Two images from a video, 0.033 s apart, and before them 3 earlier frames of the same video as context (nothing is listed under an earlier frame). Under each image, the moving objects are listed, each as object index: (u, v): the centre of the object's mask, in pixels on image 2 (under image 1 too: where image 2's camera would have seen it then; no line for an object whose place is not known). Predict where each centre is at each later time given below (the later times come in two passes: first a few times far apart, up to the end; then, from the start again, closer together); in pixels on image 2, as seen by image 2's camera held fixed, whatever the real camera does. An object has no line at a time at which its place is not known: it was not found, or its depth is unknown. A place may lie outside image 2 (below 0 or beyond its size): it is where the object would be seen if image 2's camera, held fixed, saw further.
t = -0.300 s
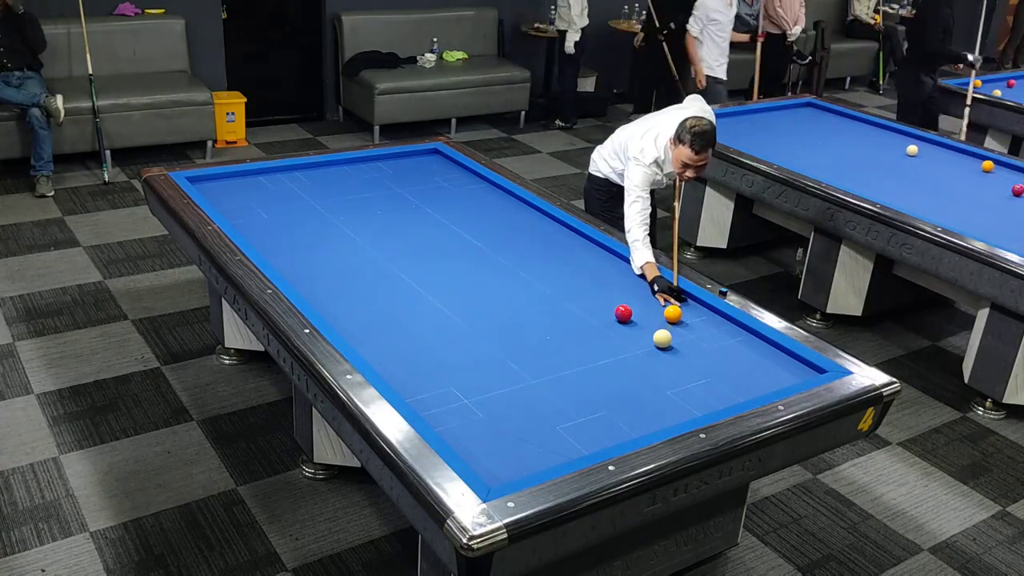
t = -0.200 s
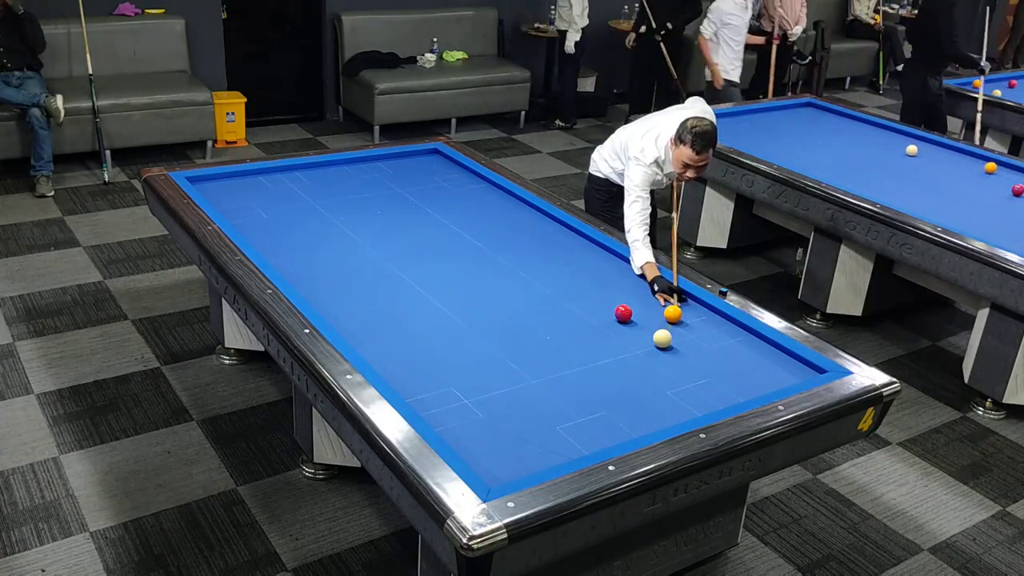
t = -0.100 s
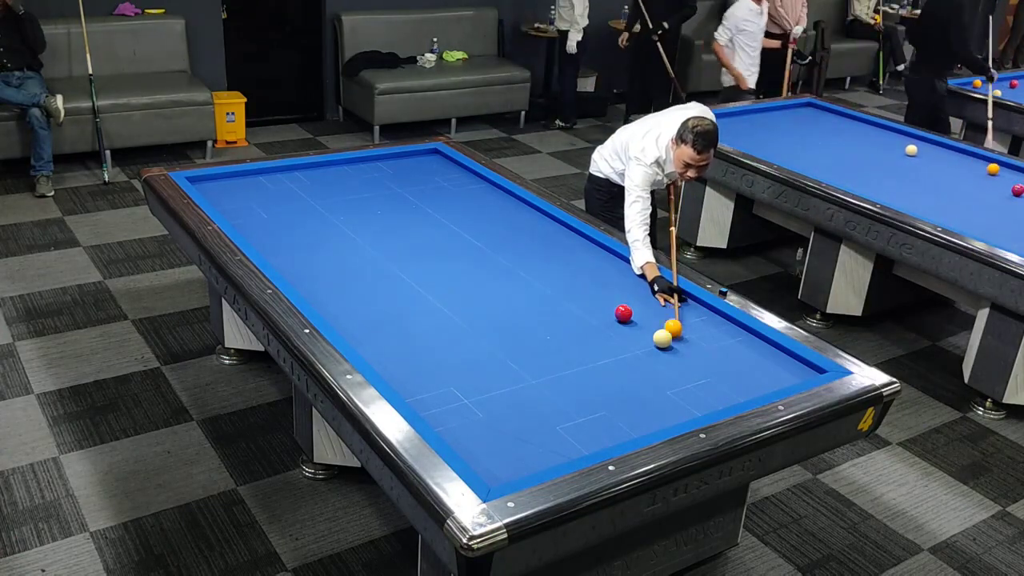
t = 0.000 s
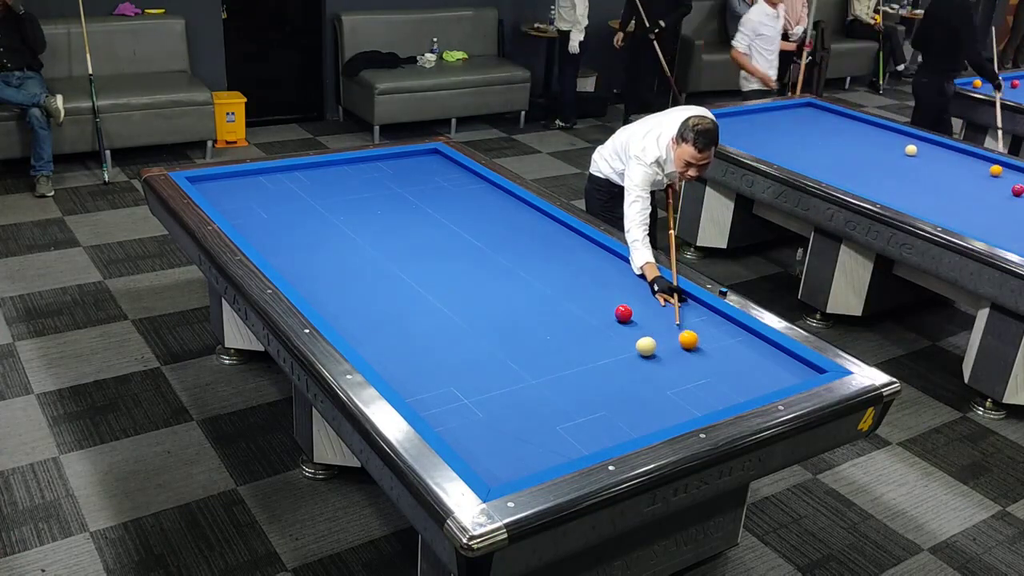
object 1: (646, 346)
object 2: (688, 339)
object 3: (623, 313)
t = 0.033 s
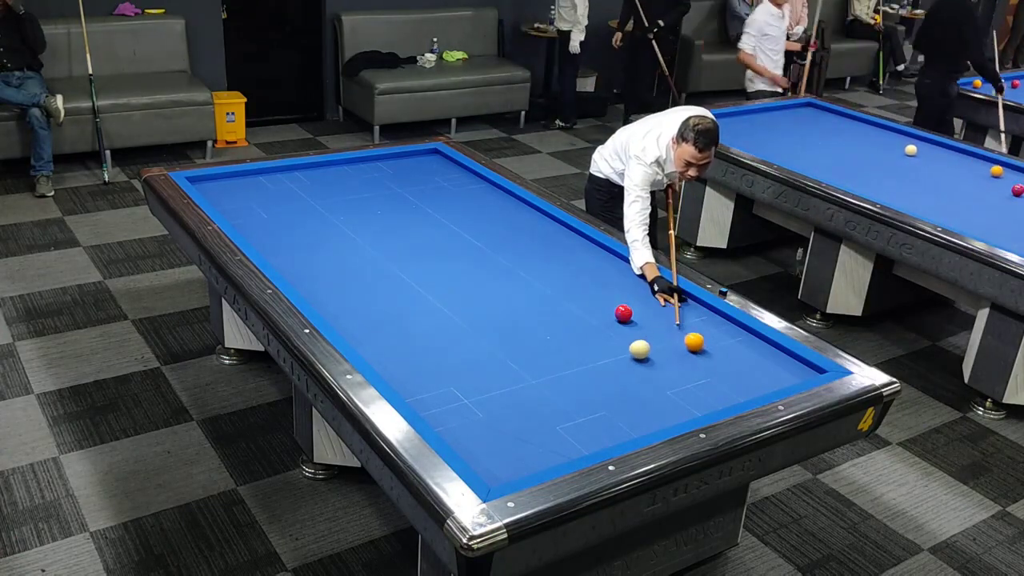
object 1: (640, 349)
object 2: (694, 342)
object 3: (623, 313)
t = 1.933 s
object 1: (609, 410)
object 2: (704, 336)
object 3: (623, 313)
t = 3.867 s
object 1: (808, 371)
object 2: (617, 320)
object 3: (588, 298)
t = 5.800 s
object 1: (724, 391)
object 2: (611, 320)
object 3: (557, 285)
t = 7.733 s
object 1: (678, 400)
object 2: (611, 320)
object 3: (553, 284)
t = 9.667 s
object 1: (670, 401)
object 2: (611, 320)
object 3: (553, 284)
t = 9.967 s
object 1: (670, 401)
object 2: (611, 320)
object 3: (553, 284)
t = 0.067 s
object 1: (633, 352)
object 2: (700, 344)
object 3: (623, 313)
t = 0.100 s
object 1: (627, 355)
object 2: (705, 346)
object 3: (623, 313)
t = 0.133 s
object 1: (622, 358)
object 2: (710, 348)
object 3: (623, 313)
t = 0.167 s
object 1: (616, 361)
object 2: (715, 349)
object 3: (623, 313)
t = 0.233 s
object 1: (604, 367)
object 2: (725, 353)
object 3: (623, 313)
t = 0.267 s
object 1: (598, 370)
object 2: (730, 355)
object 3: (623, 313)
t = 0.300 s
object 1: (591, 373)
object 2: (735, 356)
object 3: (623, 313)
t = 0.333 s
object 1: (585, 376)
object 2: (740, 358)
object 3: (623, 313)
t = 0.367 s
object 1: (579, 379)
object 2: (745, 359)
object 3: (623, 313)
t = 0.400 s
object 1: (573, 382)
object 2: (751, 361)
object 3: (623, 313)
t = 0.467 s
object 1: (560, 388)
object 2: (761, 365)
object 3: (623, 313)
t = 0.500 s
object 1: (553, 391)
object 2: (766, 366)
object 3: (623, 313)
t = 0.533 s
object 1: (547, 395)
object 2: (771, 368)
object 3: (623, 313)
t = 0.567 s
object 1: (540, 398)
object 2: (777, 370)
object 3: (623, 313)
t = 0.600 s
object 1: (533, 402)
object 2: (782, 371)
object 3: (623, 313)
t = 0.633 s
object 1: (526, 405)
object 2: (787, 373)
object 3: (623, 313)
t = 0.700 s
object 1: (512, 412)
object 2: (797, 375)
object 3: (623, 313)
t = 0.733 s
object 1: (505, 415)
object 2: (797, 374)
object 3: (623, 313)
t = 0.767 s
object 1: (498, 419)
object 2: (797, 372)
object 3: (623, 313)
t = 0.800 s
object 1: (491, 422)
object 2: (797, 370)
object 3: (623, 313)
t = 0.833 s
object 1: (483, 426)
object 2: (797, 368)
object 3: (623, 313)
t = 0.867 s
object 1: (476, 430)
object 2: (797, 366)
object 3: (623, 313)
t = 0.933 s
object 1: (461, 437)
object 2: (798, 363)
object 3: (623, 313)
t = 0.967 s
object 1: (456, 439)
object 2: (798, 361)
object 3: (623, 313)
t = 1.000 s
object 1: (462, 439)
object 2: (794, 360)
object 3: (623, 313)
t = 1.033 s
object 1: (470, 437)
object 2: (791, 359)
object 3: (623, 313)
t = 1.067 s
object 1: (477, 436)
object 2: (787, 358)
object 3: (623, 313)
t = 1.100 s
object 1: (483, 434)
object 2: (783, 357)
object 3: (623, 313)
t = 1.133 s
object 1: (488, 433)
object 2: (780, 357)
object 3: (623, 313)
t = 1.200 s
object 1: (499, 431)
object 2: (773, 355)
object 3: (623, 313)
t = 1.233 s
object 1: (505, 430)
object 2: (770, 354)
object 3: (623, 313)
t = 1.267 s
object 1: (510, 429)
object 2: (766, 353)
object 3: (623, 313)
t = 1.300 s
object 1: (516, 428)
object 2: (763, 352)
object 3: (623, 313)
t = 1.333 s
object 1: (521, 427)
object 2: (760, 351)
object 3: (623, 313)
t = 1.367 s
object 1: (526, 426)
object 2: (757, 350)
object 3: (623, 313)
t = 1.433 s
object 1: (536, 424)
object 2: (750, 348)
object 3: (623, 313)
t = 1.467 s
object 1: (542, 423)
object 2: (747, 348)
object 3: (623, 313)
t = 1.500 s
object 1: (547, 422)
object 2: (744, 347)
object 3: (623, 313)
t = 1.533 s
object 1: (552, 421)
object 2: (740, 346)
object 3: (623, 313)
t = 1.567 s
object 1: (557, 420)
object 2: (738, 345)
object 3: (623, 313)
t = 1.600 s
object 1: (562, 419)
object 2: (734, 344)
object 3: (623, 313)
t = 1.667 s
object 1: (571, 417)
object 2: (728, 343)
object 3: (623, 313)
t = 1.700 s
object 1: (576, 417)
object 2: (725, 342)
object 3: (623, 313)
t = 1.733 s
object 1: (581, 416)
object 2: (722, 341)
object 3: (623, 313)
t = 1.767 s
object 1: (586, 415)
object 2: (719, 340)
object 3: (623, 313)
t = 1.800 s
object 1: (590, 414)
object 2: (716, 339)
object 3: (623, 313)
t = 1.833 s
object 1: (595, 412)
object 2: (713, 339)
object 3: (623, 313)
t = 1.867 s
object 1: (600, 412)
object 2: (710, 338)
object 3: (623, 313)
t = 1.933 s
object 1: (609, 410)
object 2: (704, 336)
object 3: (623, 313)
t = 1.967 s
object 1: (614, 409)
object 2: (701, 336)
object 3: (623, 313)
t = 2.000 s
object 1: (618, 409)
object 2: (699, 335)
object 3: (623, 313)
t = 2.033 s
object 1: (623, 408)
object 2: (696, 334)
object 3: (623, 313)
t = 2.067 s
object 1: (627, 407)
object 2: (693, 333)
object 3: (623, 313)
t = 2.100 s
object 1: (632, 406)
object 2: (690, 333)
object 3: (623, 313)
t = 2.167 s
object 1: (641, 404)
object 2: (685, 331)
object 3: (623, 313)
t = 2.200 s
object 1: (645, 404)
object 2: (682, 330)
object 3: (623, 313)
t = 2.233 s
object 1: (649, 403)
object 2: (679, 330)
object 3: (623, 313)
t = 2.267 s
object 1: (654, 402)
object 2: (676, 329)
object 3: (623, 313)
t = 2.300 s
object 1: (658, 401)
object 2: (674, 328)
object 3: (623, 313)
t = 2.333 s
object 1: (662, 400)
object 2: (671, 328)
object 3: (623, 313)
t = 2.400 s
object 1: (670, 399)
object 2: (666, 326)
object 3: (623, 313)
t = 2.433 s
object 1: (674, 398)
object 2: (663, 326)
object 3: (623, 313)
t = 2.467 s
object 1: (678, 397)
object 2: (661, 325)
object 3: (623, 313)
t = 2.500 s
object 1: (682, 397)
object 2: (658, 324)
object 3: (623, 313)
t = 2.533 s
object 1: (687, 396)
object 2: (655, 324)
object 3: (623, 313)
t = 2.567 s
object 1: (690, 395)
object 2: (653, 323)
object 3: (623, 313)
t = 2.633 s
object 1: (698, 393)
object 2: (648, 321)
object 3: (623, 313)
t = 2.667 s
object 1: (702, 392)
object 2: (645, 321)
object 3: (623, 313)
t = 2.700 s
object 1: (706, 392)
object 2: (643, 320)
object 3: (623, 313)
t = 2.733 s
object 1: (710, 391)
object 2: (640, 320)
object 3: (623, 313)
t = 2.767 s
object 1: (714, 390)
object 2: (638, 319)
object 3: (623, 313)
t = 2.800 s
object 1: (718, 390)
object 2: (638, 319)
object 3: (621, 312)
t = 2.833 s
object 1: (721, 389)
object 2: (637, 319)
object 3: (620, 312)
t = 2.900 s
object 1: (729, 387)
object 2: (635, 320)
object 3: (618, 311)
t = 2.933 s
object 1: (733, 387)
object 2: (634, 320)
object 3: (616, 310)
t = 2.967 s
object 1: (736, 386)
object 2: (633, 320)
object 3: (615, 310)
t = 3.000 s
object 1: (740, 385)
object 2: (633, 319)
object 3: (614, 309)
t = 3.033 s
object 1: (743, 385)
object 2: (632, 319)
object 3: (613, 308)
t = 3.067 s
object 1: (747, 384)
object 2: (631, 320)
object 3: (612, 308)
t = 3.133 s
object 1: (754, 383)
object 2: (630, 320)
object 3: (610, 307)
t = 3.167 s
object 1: (758, 382)
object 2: (629, 320)
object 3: (608, 306)
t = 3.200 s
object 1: (761, 381)
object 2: (628, 320)
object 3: (608, 306)
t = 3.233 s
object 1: (765, 380)
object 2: (628, 320)
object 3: (606, 306)
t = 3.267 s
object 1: (768, 380)
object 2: (627, 320)
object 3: (605, 305)
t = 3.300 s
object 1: (772, 379)
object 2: (626, 320)
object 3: (604, 305)
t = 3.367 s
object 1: (778, 378)
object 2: (625, 320)
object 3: (602, 304)
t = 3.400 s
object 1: (782, 377)
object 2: (624, 320)
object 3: (601, 303)
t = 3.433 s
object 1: (785, 376)
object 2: (624, 320)
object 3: (600, 303)
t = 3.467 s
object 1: (788, 375)
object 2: (623, 320)
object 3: (599, 303)
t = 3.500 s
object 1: (791, 375)
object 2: (623, 320)
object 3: (598, 302)
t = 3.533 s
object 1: (795, 374)
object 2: (622, 320)
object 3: (597, 302)
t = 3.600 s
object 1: (801, 373)
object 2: (621, 320)
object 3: (596, 301)
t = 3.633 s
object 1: (804, 372)
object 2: (620, 320)
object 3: (595, 300)
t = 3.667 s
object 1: (808, 371)
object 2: (620, 320)
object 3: (594, 300)
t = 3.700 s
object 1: (811, 370)
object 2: (619, 320)
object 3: (593, 300)
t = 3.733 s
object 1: (814, 369)
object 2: (619, 320)
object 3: (592, 299)
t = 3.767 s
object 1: (813, 370)
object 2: (618, 320)
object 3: (591, 299)
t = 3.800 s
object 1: (811, 370)
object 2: (618, 320)
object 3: (590, 299)
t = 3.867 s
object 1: (808, 371)
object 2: (617, 320)
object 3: (588, 298)
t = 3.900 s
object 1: (806, 371)
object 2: (617, 320)
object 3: (588, 297)
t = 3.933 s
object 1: (804, 372)
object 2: (616, 320)
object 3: (587, 297)
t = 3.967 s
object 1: (803, 372)
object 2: (616, 320)
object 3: (586, 297)
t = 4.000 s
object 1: (801, 373)
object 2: (615, 320)
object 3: (585, 297)
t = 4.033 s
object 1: (799, 373)
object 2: (615, 320)
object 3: (584, 296)
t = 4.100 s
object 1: (796, 374)
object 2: (614, 320)
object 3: (583, 296)
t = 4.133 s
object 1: (794, 374)
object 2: (614, 320)
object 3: (582, 295)
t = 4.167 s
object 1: (793, 375)
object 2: (614, 320)
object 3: (581, 295)
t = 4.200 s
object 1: (791, 375)
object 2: (614, 320)
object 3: (581, 295)
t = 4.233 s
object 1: (790, 376)
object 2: (613, 320)
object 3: (580, 294)
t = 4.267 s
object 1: (788, 376)
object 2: (613, 320)
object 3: (579, 294)
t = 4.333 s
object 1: (785, 377)
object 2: (613, 320)
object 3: (578, 293)
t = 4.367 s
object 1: (784, 377)
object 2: (612, 320)
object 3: (577, 293)
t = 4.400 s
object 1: (782, 377)
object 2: (612, 320)
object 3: (576, 293)
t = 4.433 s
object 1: (780, 378)
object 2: (612, 320)
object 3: (576, 293)
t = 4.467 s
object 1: (779, 379)
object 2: (612, 320)
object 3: (575, 292)
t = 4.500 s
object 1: (778, 379)
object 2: (612, 320)
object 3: (574, 292)
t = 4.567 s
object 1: (773, 380)
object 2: (611, 320)
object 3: (573, 291)
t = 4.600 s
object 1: (771, 380)
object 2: (611, 320)
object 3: (572, 291)
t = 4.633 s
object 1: (770, 381)
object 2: (611, 320)
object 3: (571, 291)
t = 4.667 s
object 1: (769, 381)
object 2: (611, 320)
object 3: (571, 290)
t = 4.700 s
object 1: (767, 381)
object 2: (611, 320)
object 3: (570, 290)
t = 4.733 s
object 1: (766, 382)
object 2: (611, 320)
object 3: (570, 290)
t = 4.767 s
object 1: (764, 382)
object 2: (611, 320)
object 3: (569, 290)
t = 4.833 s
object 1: (761, 383)
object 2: (611, 320)
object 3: (568, 289)
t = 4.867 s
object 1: (760, 383)
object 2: (611, 320)
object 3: (567, 289)
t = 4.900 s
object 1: (759, 383)
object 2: (611, 320)
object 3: (567, 289)
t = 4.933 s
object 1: (757, 384)
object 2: (611, 320)
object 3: (567, 289)
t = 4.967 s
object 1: (756, 384)
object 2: (611, 320)
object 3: (566, 289)
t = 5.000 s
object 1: (754, 384)
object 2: (611, 320)
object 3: (566, 288)
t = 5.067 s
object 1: (752, 385)
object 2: (611, 320)
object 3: (565, 288)
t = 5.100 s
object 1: (750, 385)
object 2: (611, 320)
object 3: (564, 288)
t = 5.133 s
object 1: (749, 385)
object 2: (611, 320)
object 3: (564, 288)
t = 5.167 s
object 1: (748, 386)
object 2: (611, 320)
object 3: (563, 287)
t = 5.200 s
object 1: (746, 386)
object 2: (611, 320)
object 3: (563, 287)
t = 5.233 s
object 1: (745, 386)
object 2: (611, 320)
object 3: (563, 287)
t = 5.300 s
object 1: (743, 387)
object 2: (611, 320)
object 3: (562, 287)
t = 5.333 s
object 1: (741, 387)
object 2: (611, 320)
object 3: (561, 287)
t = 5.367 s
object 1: (740, 387)
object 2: (611, 320)
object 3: (561, 286)
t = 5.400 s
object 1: (739, 388)
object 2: (611, 320)
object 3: (560, 286)
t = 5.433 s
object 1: (738, 388)
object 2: (611, 320)
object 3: (560, 286)
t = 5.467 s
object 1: (736, 388)
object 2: (611, 320)
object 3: (560, 286)
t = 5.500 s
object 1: (735, 388)
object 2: (611, 320)
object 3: (560, 286)
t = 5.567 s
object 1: (732, 389)
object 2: (611, 320)
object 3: (559, 286)
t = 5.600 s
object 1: (731, 389)
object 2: (611, 320)
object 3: (559, 285)
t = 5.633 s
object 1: (730, 390)
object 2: (611, 320)
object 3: (558, 285)
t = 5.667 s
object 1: (729, 390)
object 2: (611, 320)
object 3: (558, 285)
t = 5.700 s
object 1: (728, 390)
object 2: (611, 320)
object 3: (558, 285)
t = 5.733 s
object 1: (726, 390)
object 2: (611, 320)
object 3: (557, 285)
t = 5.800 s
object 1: (724, 391)
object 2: (611, 320)
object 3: (557, 285)
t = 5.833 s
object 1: (723, 391)
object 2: (611, 320)
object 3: (556, 285)
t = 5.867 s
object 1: (722, 391)
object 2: (611, 320)
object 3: (556, 285)
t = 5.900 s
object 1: (721, 391)
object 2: (611, 320)
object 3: (556, 285)
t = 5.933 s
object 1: (719, 391)
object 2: (611, 320)
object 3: (556, 285)
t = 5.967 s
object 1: (718, 392)
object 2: (611, 320)
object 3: (556, 285)
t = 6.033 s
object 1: (716, 392)
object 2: (611, 320)
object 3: (555, 285)
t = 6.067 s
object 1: (715, 392)
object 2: (611, 320)
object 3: (555, 285)
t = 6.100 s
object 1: (714, 392)
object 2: (611, 320)
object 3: (555, 285)
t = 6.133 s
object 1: (713, 393)
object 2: (611, 320)
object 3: (555, 285)
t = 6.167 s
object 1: (712, 393)
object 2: (611, 320)
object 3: (554, 285)
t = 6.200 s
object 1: (711, 393)
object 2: (611, 320)
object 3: (554, 285)
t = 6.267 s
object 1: (709, 394)
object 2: (611, 320)
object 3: (554, 284)
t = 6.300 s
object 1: (708, 394)
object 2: (611, 320)
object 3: (554, 284)
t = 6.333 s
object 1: (707, 394)
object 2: (611, 320)
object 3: (554, 284)
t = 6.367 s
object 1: (706, 394)
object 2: (611, 320)
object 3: (554, 284)
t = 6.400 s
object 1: (705, 394)
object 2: (611, 320)
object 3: (554, 284)
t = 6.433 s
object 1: (704, 394)
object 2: (611, 320)
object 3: (554, 284)
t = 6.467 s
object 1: (703, 395)
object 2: (611, 320)
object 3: (554, 284)
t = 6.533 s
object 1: (701, 395)
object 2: (611, 320)
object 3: (554, 284)
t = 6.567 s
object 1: (700, 395)
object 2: (611, 320)
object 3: (554, 284)
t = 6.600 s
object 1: (700, 395)
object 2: (611, 320)
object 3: (553, 284)
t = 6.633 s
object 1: (699, 396)
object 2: (611, 320)
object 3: (553, 284)
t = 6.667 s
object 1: (698, 396)
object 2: (611, 320)
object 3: (553, 284)
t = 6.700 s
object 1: (697, 396)
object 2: (611, 320)
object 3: (553, 284)
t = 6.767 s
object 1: (695, 396)
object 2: (611, 320)
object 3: (553, 284)
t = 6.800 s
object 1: (695, 397)
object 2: (611, 320)
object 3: (553, 284)
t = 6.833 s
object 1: (694, 397)
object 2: (611, 320)
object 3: (553, 284)
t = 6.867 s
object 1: (693, 397)
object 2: (611, 320)
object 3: (553, 284)
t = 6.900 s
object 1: (692, 397)
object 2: (611, 320)
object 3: (553, 284)
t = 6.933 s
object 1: (691, 397)
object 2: (611, 320)
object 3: (553, 284)
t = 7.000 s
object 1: (690, 397)
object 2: (611, 320)
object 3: (553, 284)
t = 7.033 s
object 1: (689, 397)
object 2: (611, 320)
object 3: (553, 284)
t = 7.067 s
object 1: (689, 398)
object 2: (611, 320)
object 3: (553, 284)
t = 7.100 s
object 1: (688, 398)
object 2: (611, 320)
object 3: (553, 284)
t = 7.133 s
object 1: (688, 398)
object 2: (611, 320)
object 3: (553, 284)
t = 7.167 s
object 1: (687, 398)
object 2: (611, 320)
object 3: (553, 284)
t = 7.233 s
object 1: (686, 398)
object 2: (611, 320)
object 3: (553, 284)
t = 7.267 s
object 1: (685, 398)
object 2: (611, 320)
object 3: (553, 284)
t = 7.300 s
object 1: (684, 398)
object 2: (611, 320)
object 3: (553, 284)
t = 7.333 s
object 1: (684, 399)
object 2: (611, 320)
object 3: (553, 284)
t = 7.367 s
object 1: (683, 399)
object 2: (611, 320)
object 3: (553, 284)
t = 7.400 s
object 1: (683, 399)
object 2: (611, 320)
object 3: (553, 284)
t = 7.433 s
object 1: (682, 399)
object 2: (611, 320)
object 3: (553, 284)
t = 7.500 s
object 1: (681, 399)
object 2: (611, 320)
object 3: (553, 284)
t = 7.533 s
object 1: (680, 399)
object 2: (611, 320)
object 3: (553, 284)
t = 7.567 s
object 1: (680, 400)
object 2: (611, 320)
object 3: (553, 284)
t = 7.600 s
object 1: (679, 400)
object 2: (611, 320)
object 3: (553, 284)
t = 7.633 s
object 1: (679, 400)
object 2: (611, 320)
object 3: (553, 284)
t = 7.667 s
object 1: (679, 400)
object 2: (611, 320)
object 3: (553, 284)
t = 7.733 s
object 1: (678, 400)
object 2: (611, 320)
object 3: (553, 284)
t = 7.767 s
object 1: (677, 400)
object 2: (611, 320)
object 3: (553, 284)
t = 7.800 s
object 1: (677, 400)
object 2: (611, 320)
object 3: (553, 284)
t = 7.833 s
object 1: (676, 400)
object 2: (611, 320)
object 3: (553, 284)
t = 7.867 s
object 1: (676, 400)
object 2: (611, 320)
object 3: (553, 284)
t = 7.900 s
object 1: (675, 400)
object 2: (611, 320)
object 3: (553, 284)
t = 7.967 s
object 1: (674, 401)
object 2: (611, 320)
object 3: (553, 284)
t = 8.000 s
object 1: (674, 401)
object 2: (611, 320)
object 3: (553, 284)
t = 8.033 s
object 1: (674, 401)
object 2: (611, 320)
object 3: (553, 284)
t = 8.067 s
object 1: (674, 401)
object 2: (611, 320)
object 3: (553, 284)
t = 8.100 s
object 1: (673, 401)
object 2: (611, 320)
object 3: (553, 284)
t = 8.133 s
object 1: (673, 401)
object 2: (611, 320)
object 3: (553, 284)
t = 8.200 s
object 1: (672, 401)
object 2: (611, 320)
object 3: (553, 284)
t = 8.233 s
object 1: (672, 401)
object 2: (611, 320)
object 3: (553, 284)
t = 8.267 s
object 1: (672, 401)
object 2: (611, 320)
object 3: (553, 284)
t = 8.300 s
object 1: (672, 401)
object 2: (611, 320)
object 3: (553, 284)
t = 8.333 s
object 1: (671, 401)
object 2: (611, 320)
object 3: (553, 284)
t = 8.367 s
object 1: (671, 401)
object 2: (611, 320)
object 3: (553, 284)
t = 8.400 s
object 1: (671, 401)
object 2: (611, 320)
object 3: (553, 284)
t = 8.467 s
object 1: (670, 401)
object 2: (611, 320)
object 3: (553, 284)
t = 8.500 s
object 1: (670, 401)
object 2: (611, 320)
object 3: (553, 284)
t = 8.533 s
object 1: (670, 401)
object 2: (611, 320)
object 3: (553, 284)
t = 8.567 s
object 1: (670, 401)
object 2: (611, 320)
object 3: (553, 284)
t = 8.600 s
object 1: (670, 401)
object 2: (611, 320)
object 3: (553, 284)
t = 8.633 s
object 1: (670, 401)
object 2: (611, 320)
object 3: (553, 284)
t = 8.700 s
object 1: (670, 402)
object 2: (611, 320)
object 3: (553, 284)
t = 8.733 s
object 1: (670, 402)
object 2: (611, 320)
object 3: (553, 284)
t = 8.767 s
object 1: (670, 402)
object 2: (611, 320)
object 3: (553, 284)
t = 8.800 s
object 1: (670, 402)
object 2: (611, 320)
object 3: (553, 284)
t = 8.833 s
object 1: (670, 402)
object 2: (611, 320)
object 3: (553, 284)
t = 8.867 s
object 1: (670, 402)
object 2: (611, 320)
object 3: (553, 284)
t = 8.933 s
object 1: (670, 402)
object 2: (611, 320)
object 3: (553, 284)
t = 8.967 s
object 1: (670, 402)
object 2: (611, 320)
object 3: (553, 284)
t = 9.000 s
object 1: (670, 402)
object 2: (611, 320)
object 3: (553, 284)
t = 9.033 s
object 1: (670, 402)
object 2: (611, 320)
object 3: (553, 284)
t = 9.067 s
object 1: (670, 402)
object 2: (611, 320)
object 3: (553, 284)
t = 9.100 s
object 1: (670, 402)
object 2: (611, 320)
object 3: (553, 284)
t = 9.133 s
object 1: (670, 402)
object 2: (611, 320)
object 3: (553, 284)
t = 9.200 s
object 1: (670, 402)
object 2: (611, 320)
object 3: (553, 284)
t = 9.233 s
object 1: (670, 401)
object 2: (611, 320)
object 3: (553, 284)
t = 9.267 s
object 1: (670, 401)
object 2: (611, 320)
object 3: (553, 284)
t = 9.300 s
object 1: (670, 402)
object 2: (611, 320)
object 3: (553, 284)
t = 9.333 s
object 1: (669, 402)
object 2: (611, 320)
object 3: (553, 284)
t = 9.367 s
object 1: (670, 401)
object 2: (611, 320)
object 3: (553, 284)
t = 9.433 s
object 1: (670, 402)
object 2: (611, 320)
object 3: (553, 284)
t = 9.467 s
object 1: (670, 401)
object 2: (611, 320)
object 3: (553, 284)
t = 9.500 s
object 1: (670, 401)
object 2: (611, 320)
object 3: (553, 284)
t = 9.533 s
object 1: (670, 401)
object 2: (611, 320)
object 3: (553, 284)
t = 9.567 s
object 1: (670, 401)
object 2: (611, 320)
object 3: (553, 284)
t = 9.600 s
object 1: (670, 401)
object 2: (611, 320)
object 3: (553, 284)
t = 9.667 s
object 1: (670, 401)
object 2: (611, 320)
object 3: (553, 284)
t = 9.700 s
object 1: (670, 401)
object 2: (611, 320)
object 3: (553, 284)
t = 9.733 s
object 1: (670, 401)
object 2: (611, 320)
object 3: (553, 284)
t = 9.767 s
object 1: (670, 401)
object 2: (611, 320)
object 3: (553, 284)
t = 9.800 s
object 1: (670, 401)
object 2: (611, 320)
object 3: (553, 284)
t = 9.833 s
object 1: (670, 401)
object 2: (611, 320)
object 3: (553, 284)
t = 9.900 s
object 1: (670, 401)
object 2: (611, 320)
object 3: (553, 284)
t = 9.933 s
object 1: (670, 402)
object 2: (611, 320)
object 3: (553, 284)
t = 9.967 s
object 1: (670, 401)
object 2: (611, 320)
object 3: (553, 284)
